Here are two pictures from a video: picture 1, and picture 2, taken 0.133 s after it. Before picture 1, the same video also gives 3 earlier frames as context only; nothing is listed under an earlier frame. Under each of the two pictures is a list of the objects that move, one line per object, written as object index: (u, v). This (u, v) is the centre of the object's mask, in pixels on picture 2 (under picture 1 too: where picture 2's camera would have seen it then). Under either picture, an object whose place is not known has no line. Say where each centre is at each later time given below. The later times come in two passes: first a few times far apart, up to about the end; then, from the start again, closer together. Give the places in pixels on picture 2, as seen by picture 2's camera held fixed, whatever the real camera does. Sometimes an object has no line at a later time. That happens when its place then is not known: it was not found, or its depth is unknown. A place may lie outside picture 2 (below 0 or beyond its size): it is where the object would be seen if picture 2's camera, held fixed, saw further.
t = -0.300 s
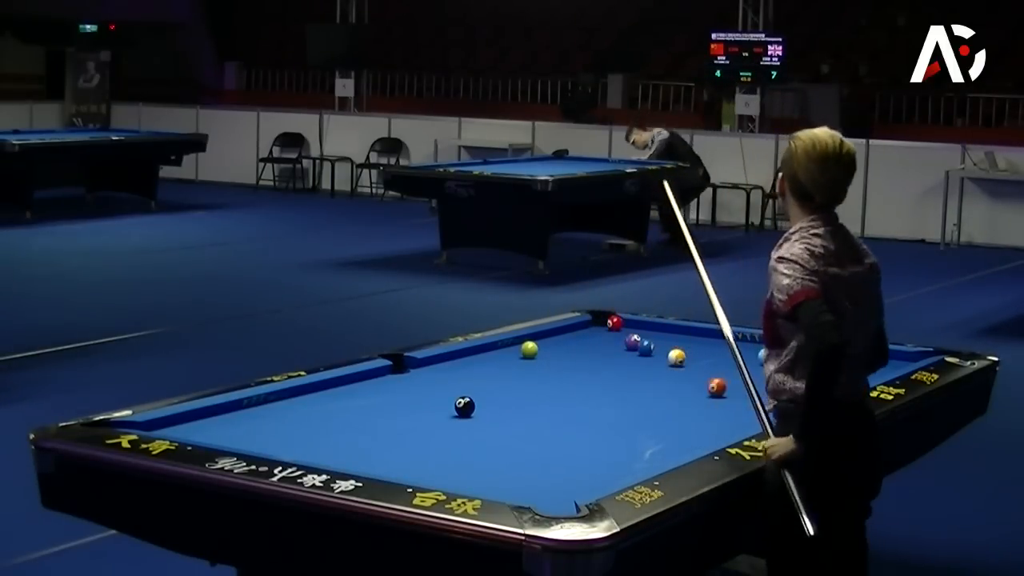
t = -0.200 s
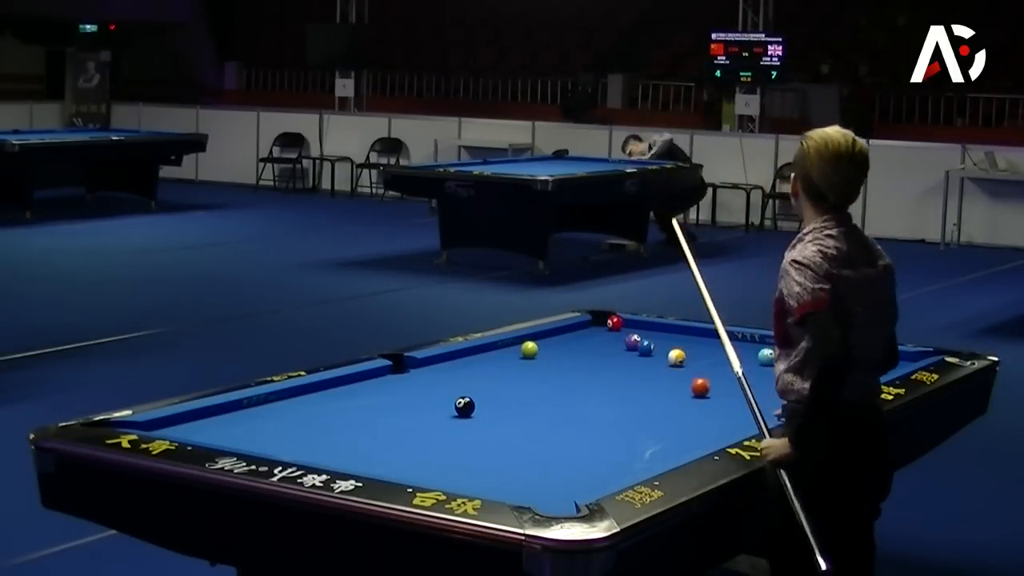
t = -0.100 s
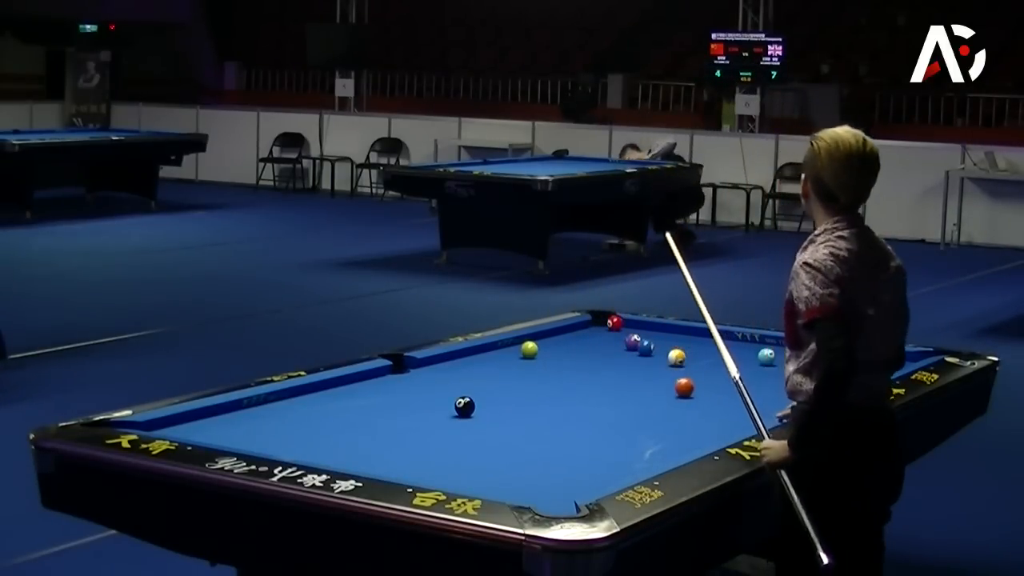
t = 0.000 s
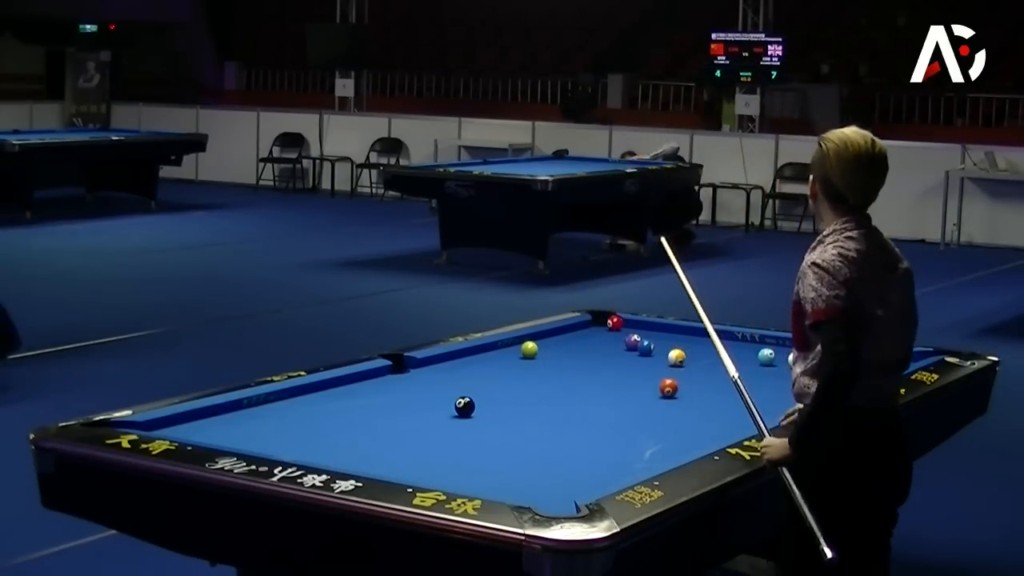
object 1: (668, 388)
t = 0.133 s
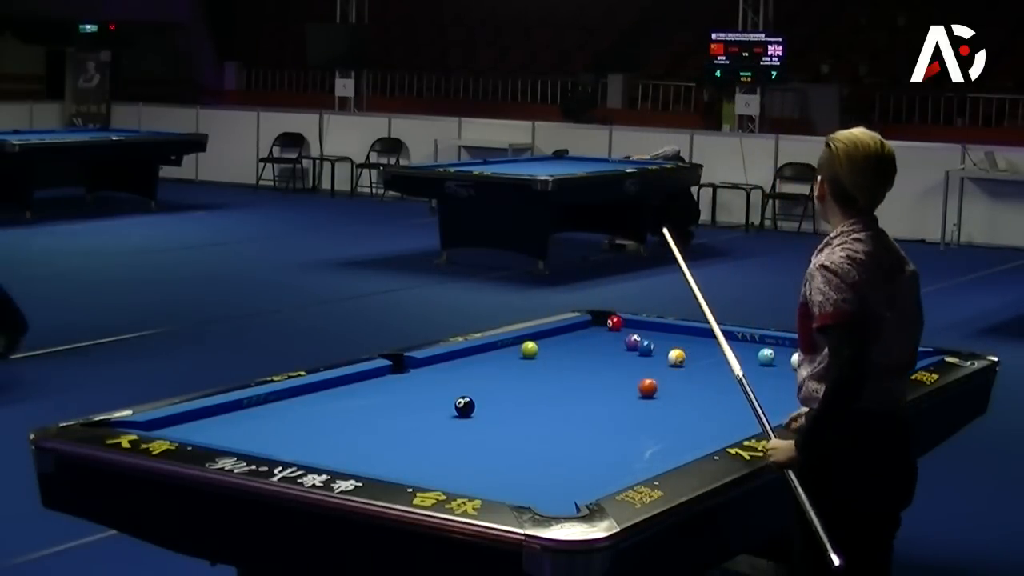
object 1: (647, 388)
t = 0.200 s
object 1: (636, 389)
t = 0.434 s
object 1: (602, 389)
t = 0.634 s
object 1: (572, 389)
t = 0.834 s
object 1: (544, 389)
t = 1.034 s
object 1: (516, 390)
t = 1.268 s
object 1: (485, 390)
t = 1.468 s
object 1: (459, 389)
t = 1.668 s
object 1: (437, 389)
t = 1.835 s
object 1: (414, 391)
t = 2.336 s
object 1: (362, 389)
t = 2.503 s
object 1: (344, 390)
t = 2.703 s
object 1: (326, 390)
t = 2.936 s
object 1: (305, 390)
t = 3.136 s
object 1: (302, 392)
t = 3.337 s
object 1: (303, 392)
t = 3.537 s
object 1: (304, 394)
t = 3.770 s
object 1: (304, 396)
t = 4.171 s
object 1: (305, 398)
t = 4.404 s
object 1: (305, 399)
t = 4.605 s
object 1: (304, 399)
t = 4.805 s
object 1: (304, 399)
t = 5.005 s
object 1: (303, 399)
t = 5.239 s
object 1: (304, 399)
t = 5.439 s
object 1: (304, 399)
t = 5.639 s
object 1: (304, 399)
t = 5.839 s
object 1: (304, 399)
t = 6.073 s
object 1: (304, 399)
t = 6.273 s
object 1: (304, 399)
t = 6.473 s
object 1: (304, 399)
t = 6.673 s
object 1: (304, 399)
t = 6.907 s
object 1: (304, 399)
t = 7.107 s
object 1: (304, 399)
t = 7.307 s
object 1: (304, 399)
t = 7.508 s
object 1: (304, 399)
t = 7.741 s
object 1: (304, 399)
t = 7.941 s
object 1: (304, 399)
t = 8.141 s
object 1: (304, 399)
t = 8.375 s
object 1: (304, 399)
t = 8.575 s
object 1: (304, 399)
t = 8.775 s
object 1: (304, 399)
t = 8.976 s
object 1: (304, 399)
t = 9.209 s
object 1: (304, 399)
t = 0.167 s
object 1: (642, 388)
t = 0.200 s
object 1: (636, 389)
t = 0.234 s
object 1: (632, 389)
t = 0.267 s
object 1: (626, 389)
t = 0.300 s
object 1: (621, 389)
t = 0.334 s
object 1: (616, 389)
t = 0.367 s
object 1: (611, 389)
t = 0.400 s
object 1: (606, 389)
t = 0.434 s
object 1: (602, 389)
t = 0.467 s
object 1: (597, 389)
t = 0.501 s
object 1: (591, 389)
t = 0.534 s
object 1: (587, 389)
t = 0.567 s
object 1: (582, 389)
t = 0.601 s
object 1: (577, 389)
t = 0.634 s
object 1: (572, 389)
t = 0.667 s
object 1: (567, 389)
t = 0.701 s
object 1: (562, 389)
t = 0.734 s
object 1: (558, 389)
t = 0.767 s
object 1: (553, 389)
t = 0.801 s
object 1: (548, 389)
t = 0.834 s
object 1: (544, 389)
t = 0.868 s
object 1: (539, 390)
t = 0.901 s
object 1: (534, 389)
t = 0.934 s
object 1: (530, 390)
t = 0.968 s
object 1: (525, 390)
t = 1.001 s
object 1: (521, 390)
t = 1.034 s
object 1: (516, 390)
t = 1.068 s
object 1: (511, 390)
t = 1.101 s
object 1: (507, 390)
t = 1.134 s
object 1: (503, 390)
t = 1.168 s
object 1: (498, 390)
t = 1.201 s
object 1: (494, 390)
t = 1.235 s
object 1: (489, 390)
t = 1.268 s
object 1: (485, 390)
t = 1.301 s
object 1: (481, 390)
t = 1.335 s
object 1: (477, 390)
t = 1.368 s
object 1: (473, 389)
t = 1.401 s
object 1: (468, 389)
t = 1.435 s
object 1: (464, 389)
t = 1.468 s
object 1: (459, 389)
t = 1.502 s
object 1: (455, 390)
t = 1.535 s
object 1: (451, 390)
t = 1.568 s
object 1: (444, 392)
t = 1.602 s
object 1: (444, 390)
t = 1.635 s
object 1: (442, 388)
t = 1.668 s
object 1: (437, 389)
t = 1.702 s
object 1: (432, 390)
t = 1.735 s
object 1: (428, 390)
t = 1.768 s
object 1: (423, 390)
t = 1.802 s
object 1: (419, 390)
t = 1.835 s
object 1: (414, 391)
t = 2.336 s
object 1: (362, 389)
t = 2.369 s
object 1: (358, 390)
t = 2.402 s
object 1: (354, 390)
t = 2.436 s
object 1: (351, 390)
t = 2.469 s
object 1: (348, 390)
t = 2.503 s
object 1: (344, 390)
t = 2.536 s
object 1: (341, 390)
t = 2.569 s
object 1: (338, 390)
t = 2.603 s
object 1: (335, 390)
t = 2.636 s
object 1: (332, 390)
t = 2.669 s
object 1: (329, 390)
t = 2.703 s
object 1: (326, 390)
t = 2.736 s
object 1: (323, 390)
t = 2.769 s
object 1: (320, 390)
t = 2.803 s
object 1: (317, 390)
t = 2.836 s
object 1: (314, 391)
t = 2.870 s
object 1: (311, 391)
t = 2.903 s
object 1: (308, 391)
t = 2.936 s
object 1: (305, 390)
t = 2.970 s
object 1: (303, 391)
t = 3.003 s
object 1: (302, 391)
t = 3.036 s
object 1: (302, 391)
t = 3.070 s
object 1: (302, 391)
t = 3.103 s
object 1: (302, 392)
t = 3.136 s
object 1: (302, 392)
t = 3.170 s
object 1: (302, 392)
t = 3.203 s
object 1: (303, 392)
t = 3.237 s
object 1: (303, 392)
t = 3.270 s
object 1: (303, 392)
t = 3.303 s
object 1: (303, 393)
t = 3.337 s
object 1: (303, 392)
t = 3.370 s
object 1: (303, 392)
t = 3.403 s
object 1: (303, 393)
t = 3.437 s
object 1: (303, 393)
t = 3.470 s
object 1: (303, 393)
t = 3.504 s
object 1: (304, 394)
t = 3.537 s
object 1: (304, 394)
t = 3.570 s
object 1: (304, 395)
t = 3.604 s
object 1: (304, 395)
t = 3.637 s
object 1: (304, 395)
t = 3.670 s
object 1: (304, 395)
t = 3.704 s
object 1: (305, 395)
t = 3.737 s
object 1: (304, 396)
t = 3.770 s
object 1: (304, 396)
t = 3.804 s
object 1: (305, 396)
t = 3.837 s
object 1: (310, 395)
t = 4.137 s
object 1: (300, 394)
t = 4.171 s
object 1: (305, 398)
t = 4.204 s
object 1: (305, 398)
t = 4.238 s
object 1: (305, 398)
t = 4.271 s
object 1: (305, 398)
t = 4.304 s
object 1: (305, 398)
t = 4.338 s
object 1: (305, 398)
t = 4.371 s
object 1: (305, 398)
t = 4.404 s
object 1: (305, 399)
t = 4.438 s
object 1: (305, 399)
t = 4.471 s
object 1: (305, 399)
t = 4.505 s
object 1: (305, 399)
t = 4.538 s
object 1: (305, 399)
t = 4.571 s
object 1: (304, 399)
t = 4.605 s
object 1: (304, 399)
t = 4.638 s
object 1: (304, 399)
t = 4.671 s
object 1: (304, 399)
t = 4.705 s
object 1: (304, 399)
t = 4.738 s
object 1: (304, 399)
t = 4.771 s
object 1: (304, 399)
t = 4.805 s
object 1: (304, 399)
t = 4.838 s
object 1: (304, 399)
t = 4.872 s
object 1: (304, 399)
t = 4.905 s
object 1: (304, 399)
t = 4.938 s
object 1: (303, 399)
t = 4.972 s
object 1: (304, 399)
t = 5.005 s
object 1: (303, 399)
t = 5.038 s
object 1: (303, 399)
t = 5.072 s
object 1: (304, 399)
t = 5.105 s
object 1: (304, 399)
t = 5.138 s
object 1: (304, 399)
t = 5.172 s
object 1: (304, 399)
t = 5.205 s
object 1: (304, 399)
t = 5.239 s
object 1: (304, 399)
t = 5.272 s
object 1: (303, 399)
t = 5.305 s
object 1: (304, 399)
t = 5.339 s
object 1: (304, 399)
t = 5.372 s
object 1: (304, 399)
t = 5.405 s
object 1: (304, 399)
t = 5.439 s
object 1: (304, 399)
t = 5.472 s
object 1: (303, 399)
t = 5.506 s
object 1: (304, 399)
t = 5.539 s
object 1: (304, 399)
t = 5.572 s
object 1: (304, 399)
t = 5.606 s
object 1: (304, 399)
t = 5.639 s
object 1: (304, 399)
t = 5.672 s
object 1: (304, 399)
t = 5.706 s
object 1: (304, 399)
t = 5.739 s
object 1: (304, 399)
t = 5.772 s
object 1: (304, 399)
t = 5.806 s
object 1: (304, 399)
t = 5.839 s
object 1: (304, 399)
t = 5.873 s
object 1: (304, 399)
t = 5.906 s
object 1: (304, 399)
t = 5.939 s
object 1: (304, 399)
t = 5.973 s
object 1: (304, 399)
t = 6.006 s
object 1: (304, 399)
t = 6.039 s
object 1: (304, 399)
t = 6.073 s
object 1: (304, 399)
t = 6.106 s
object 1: (304, 399)
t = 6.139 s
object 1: (304, 399)
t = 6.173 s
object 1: (304, 399)
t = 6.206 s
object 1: (304, 399)
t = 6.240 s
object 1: (304, 399)
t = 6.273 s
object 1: (304, 399)
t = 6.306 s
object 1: (304, 399)
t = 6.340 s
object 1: (304, 399)
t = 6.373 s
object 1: (304, 399)
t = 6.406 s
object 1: (304, 399)
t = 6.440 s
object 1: (304, 399)
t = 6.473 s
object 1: (304, 399)
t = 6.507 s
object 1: (304, 399)
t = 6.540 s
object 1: (304, 399)
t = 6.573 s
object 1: (304, 399)
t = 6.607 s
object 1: (304, 399)
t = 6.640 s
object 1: (304, 399)
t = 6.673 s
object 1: (304, 399)
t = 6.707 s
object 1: (304, 399)
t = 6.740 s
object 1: (304, 399)
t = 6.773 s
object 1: (304, 399)
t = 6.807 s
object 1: (304, 399)
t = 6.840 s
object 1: (304, 399)
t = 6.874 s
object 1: (304, 399)
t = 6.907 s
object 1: (304, 399)
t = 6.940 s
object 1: (304, 399)
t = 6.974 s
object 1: (304, 399)
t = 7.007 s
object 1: (304, 399)
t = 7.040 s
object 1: (304, 399)
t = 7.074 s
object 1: (304, 399)
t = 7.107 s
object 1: (304, 399)
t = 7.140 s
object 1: (304, 399)
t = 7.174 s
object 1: (304, 399)
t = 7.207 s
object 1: (304, 399)
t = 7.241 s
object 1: (304, 399)
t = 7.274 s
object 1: (304, 399)
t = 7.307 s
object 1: (304, 399)
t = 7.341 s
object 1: (304, 399)
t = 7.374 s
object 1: (304, 399)
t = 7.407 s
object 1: (304, 399)
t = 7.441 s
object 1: (304, 399)
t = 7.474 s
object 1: (304, 399)
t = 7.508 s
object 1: (304, 399)
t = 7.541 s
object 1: (304, 399)
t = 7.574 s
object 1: (304, 399)
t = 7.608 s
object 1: (304, 399)
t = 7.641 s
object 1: (304, 399)
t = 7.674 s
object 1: (304, 399)
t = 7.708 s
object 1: (304, 399)
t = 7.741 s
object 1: (304, 399)
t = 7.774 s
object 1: (304, 399)
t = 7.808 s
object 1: (304, 399)
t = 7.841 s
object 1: (304, 399)
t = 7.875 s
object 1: (304, 399)
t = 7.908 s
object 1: (304, 399)
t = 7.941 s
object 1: (304, 399)
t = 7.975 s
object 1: (304, 399)
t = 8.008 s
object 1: (304, 399)
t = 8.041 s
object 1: (304, 399)
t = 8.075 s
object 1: (304, 399)
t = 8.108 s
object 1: (304, 399)
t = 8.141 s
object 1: (304, 399)
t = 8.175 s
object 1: (304, 399)
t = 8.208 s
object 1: (304, 399)
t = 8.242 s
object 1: (304, 399)
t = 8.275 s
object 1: (304, 399)
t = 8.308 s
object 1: (304, 399)
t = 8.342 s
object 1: (304, 399)
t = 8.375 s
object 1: (304, 399)
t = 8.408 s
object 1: (304, 399)
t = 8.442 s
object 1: (304, 399)
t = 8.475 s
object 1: (304, 399)
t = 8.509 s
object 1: (304, 399)
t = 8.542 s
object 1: (304, 399)
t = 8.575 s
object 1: (304, 399)
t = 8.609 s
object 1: (304, 399)
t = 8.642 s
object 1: (304, 399)
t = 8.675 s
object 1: (304, 399)
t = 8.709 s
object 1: (304, 399)
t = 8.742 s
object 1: (304, 399)
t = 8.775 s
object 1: (304, 399)
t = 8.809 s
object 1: (304, 399)
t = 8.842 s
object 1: (304, 399)
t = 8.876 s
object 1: (304, 399)
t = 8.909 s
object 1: (304, 399)
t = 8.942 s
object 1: (304, 399)
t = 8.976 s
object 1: (304, 399)
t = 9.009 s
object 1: (304, 399)
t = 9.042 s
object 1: (304, 399)
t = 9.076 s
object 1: (304, 399)
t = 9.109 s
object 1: (304, 399)
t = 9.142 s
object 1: (304, 399)
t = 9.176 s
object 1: (304, 399)
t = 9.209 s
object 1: (304, 399)
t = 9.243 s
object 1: (304, 399)
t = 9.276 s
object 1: (304, 399)
